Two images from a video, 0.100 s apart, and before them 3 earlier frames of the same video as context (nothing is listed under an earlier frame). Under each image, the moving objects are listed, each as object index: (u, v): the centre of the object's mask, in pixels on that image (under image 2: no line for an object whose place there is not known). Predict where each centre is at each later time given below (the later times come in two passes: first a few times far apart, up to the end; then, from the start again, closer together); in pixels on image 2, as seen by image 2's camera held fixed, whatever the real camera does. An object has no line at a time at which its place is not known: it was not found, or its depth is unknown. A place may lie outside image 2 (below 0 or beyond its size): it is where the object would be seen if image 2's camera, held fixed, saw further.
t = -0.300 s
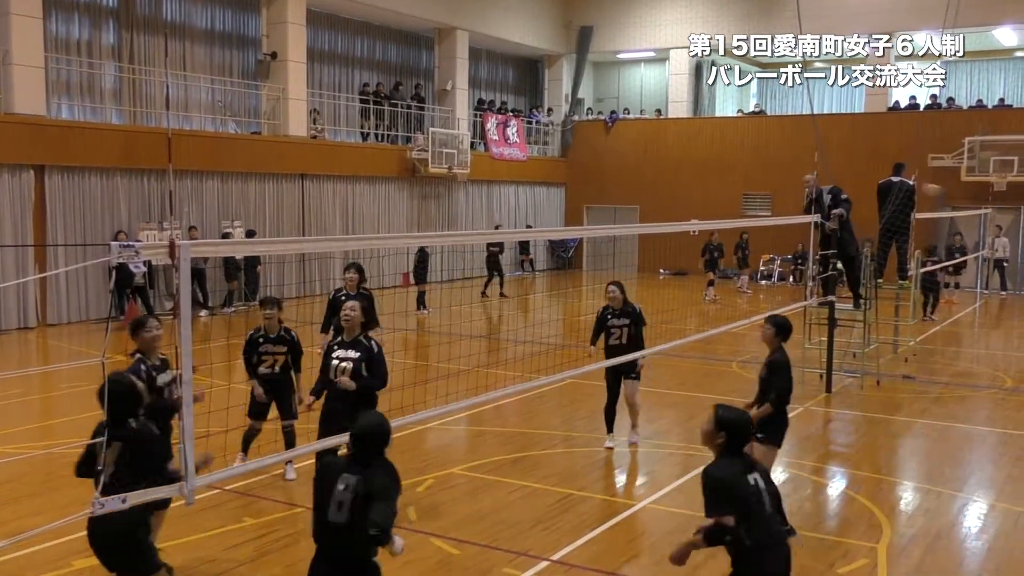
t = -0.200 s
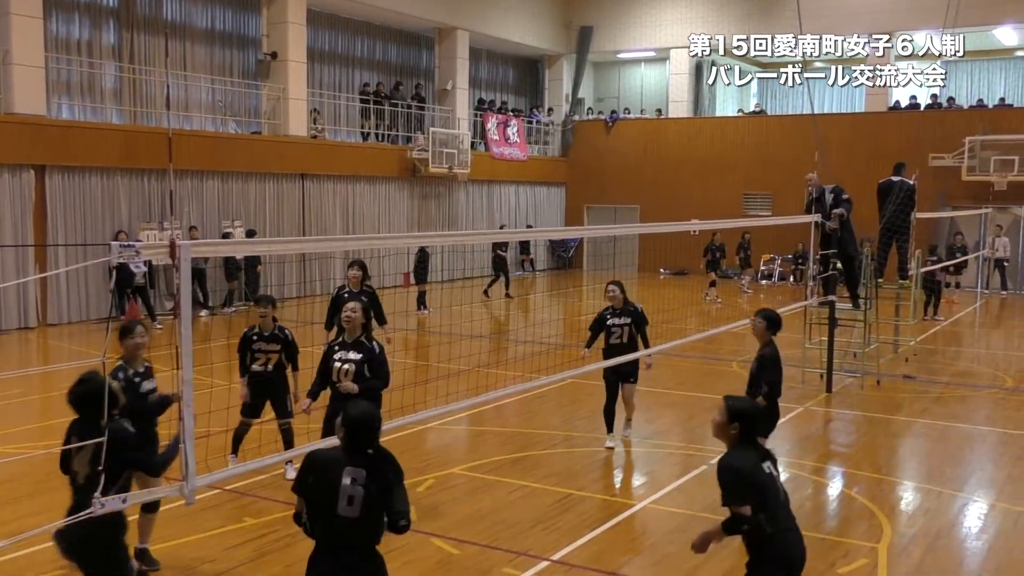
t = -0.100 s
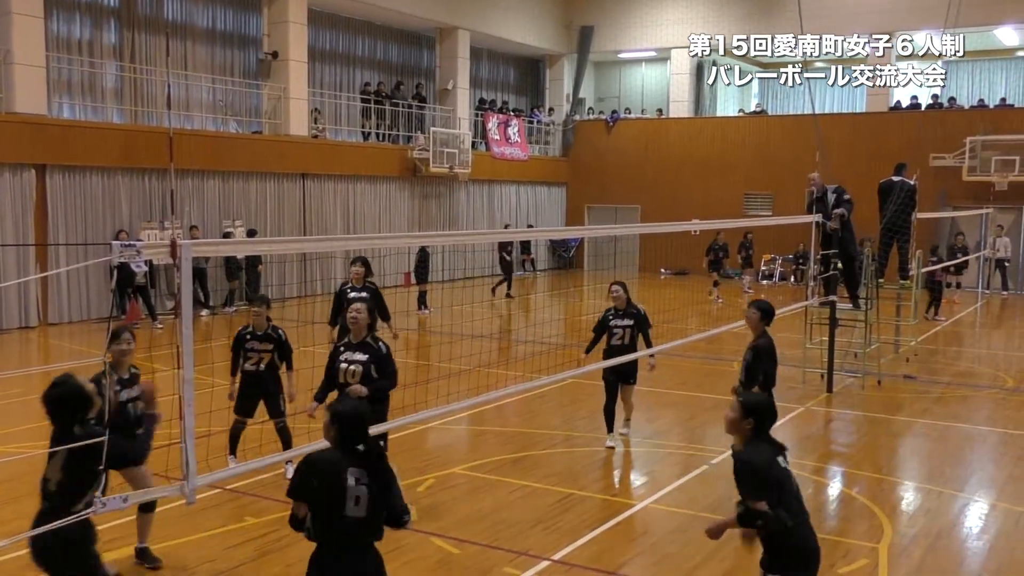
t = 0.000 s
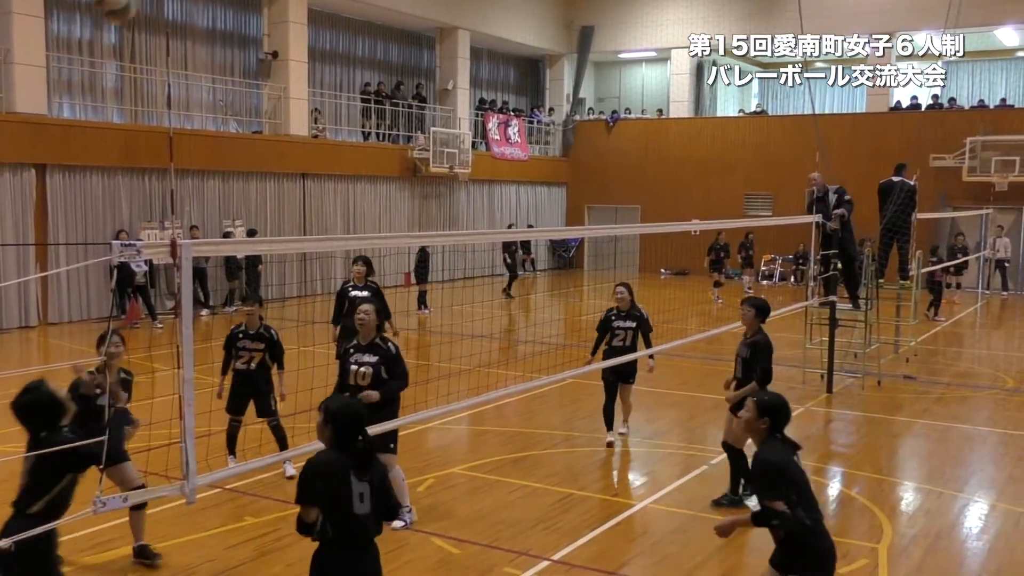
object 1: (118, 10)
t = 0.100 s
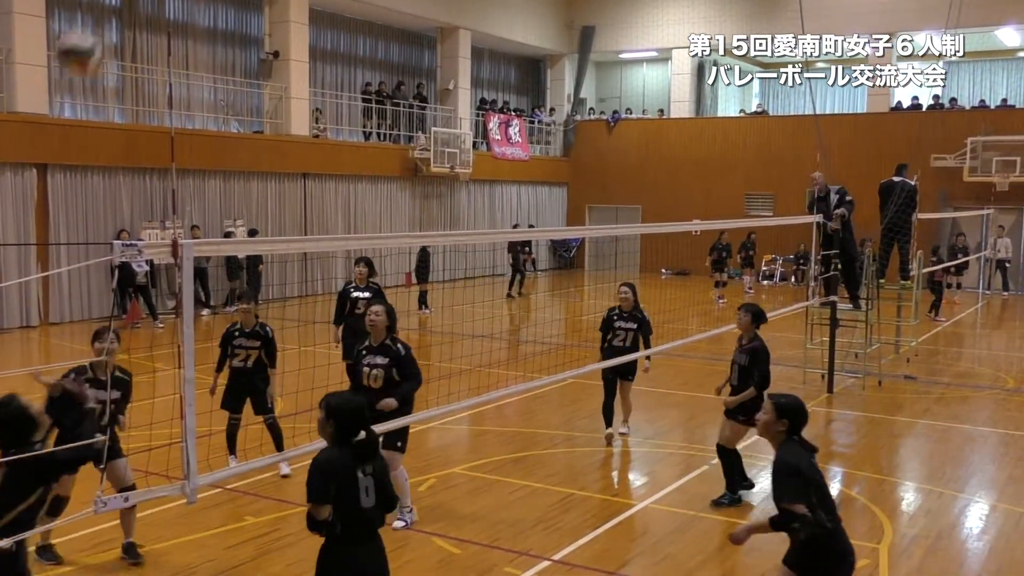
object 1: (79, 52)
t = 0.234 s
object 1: (26, 160)
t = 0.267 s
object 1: (18, 195)
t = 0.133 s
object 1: (66, 75)
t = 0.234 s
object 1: (26, 160)
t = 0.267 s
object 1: (18, 195)
